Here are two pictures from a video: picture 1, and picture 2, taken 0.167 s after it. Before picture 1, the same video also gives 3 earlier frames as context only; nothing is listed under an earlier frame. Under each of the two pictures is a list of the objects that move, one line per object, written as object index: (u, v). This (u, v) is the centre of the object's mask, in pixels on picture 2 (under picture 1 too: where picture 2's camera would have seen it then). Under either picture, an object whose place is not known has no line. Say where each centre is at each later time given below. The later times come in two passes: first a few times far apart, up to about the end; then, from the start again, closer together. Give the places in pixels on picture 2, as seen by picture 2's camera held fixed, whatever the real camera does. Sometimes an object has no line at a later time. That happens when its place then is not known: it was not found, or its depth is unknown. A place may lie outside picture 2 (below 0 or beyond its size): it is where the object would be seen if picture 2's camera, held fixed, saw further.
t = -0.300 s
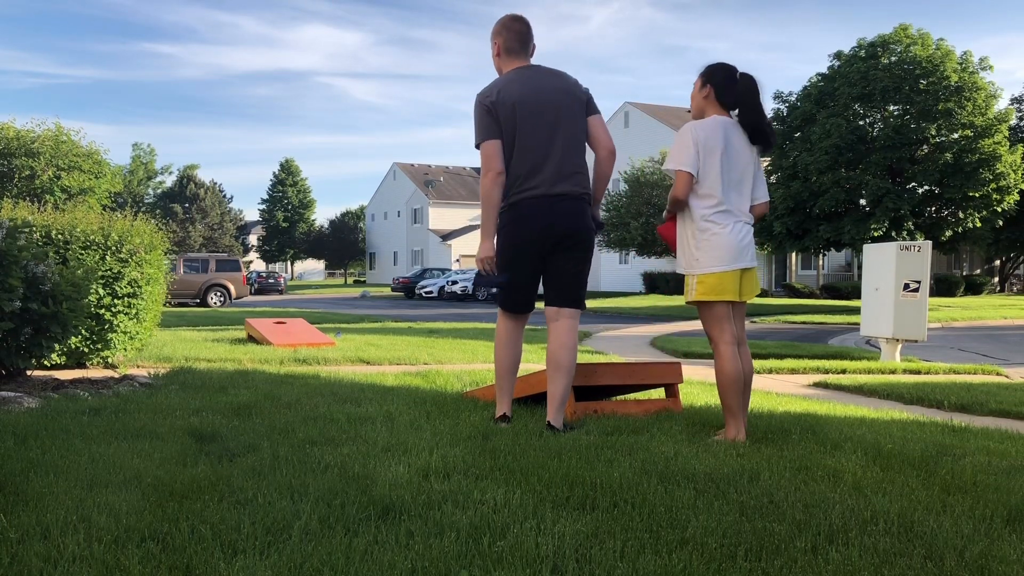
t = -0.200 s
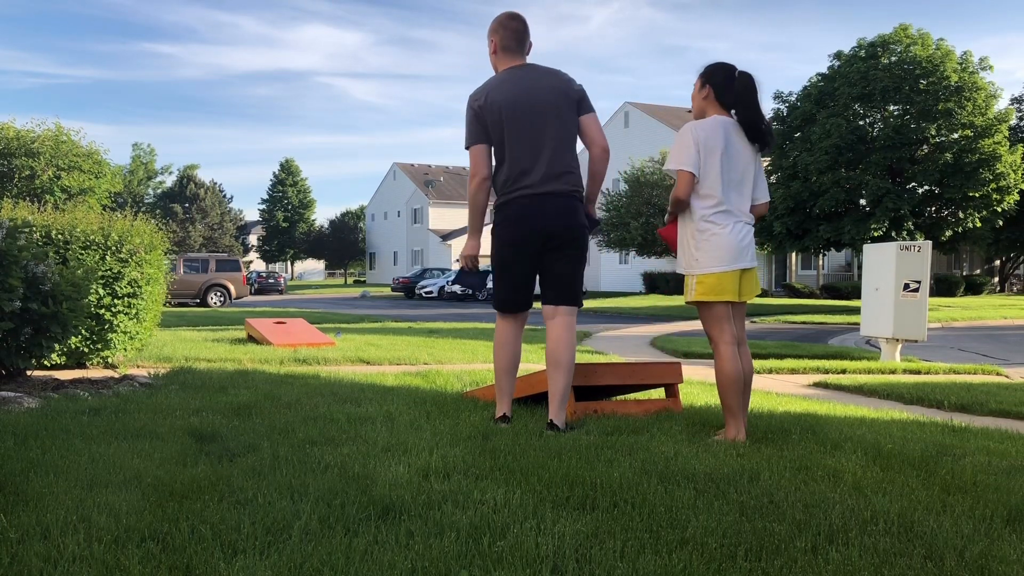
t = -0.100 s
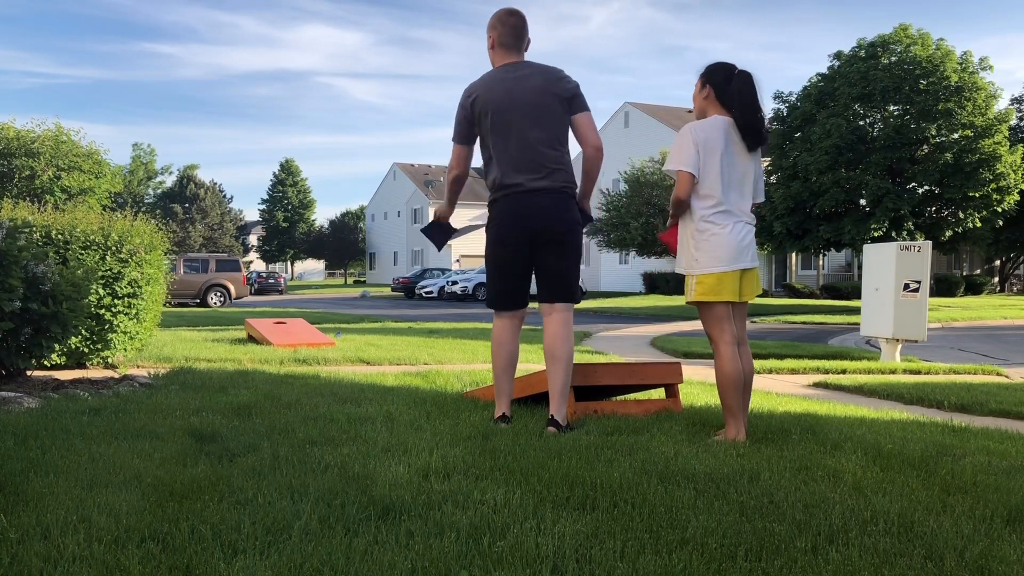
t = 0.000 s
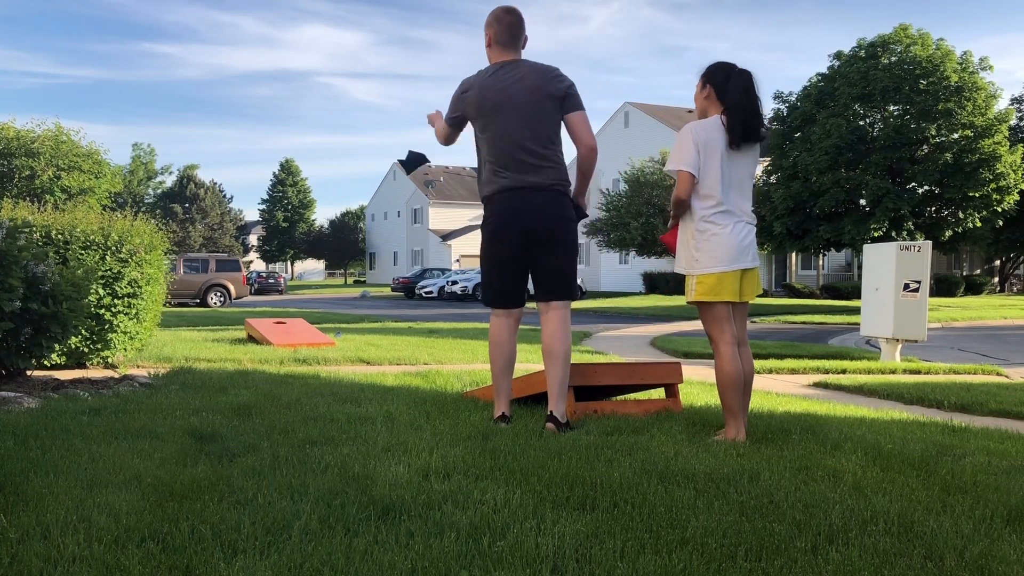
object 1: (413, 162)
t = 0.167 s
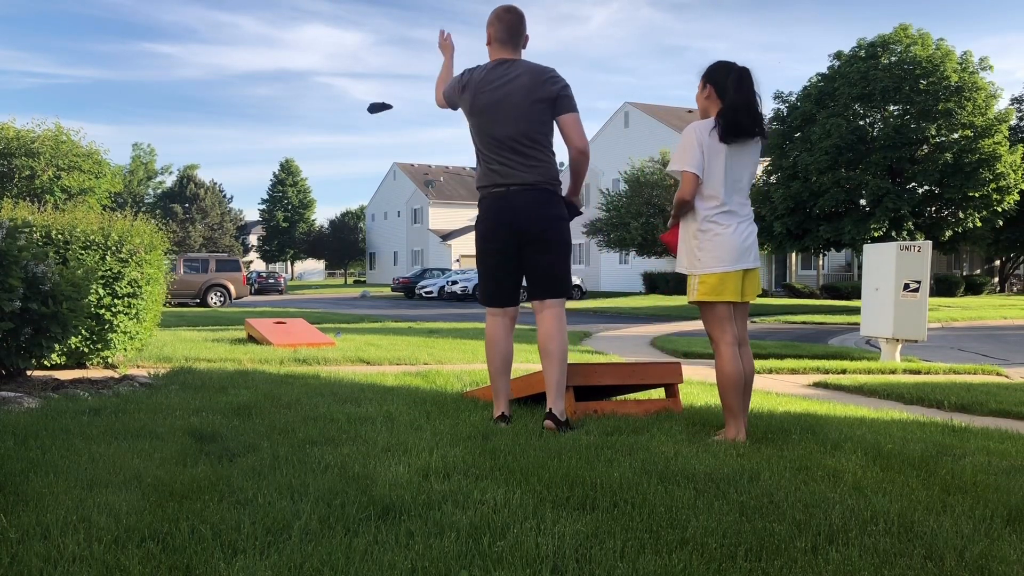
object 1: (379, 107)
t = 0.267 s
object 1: (363, 102)
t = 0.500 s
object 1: (334, 135)
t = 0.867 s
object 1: (301, 280)
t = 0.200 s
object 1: (373, 103)
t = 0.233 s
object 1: (368, 102)
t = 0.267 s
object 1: (363, 102)
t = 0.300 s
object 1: (359, 103)
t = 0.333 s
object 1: (354, 105)
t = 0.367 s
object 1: (350, 109)
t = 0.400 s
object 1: (345, 114)
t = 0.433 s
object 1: (342, 120)
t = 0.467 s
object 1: (338, 127)
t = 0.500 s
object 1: (334, 135)
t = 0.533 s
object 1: (331, 144)
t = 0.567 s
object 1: (327, 155)
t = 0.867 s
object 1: (301, 280)
